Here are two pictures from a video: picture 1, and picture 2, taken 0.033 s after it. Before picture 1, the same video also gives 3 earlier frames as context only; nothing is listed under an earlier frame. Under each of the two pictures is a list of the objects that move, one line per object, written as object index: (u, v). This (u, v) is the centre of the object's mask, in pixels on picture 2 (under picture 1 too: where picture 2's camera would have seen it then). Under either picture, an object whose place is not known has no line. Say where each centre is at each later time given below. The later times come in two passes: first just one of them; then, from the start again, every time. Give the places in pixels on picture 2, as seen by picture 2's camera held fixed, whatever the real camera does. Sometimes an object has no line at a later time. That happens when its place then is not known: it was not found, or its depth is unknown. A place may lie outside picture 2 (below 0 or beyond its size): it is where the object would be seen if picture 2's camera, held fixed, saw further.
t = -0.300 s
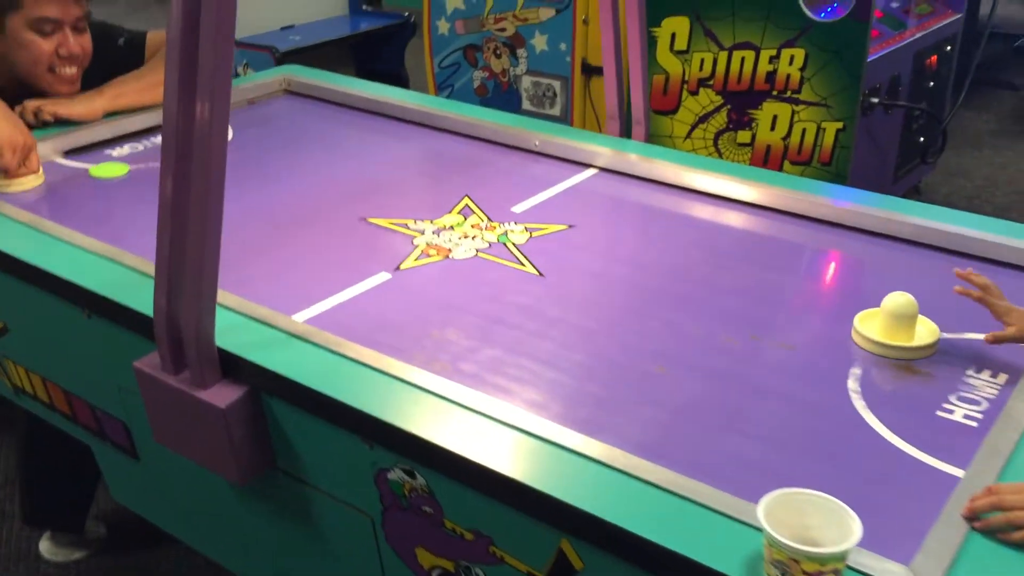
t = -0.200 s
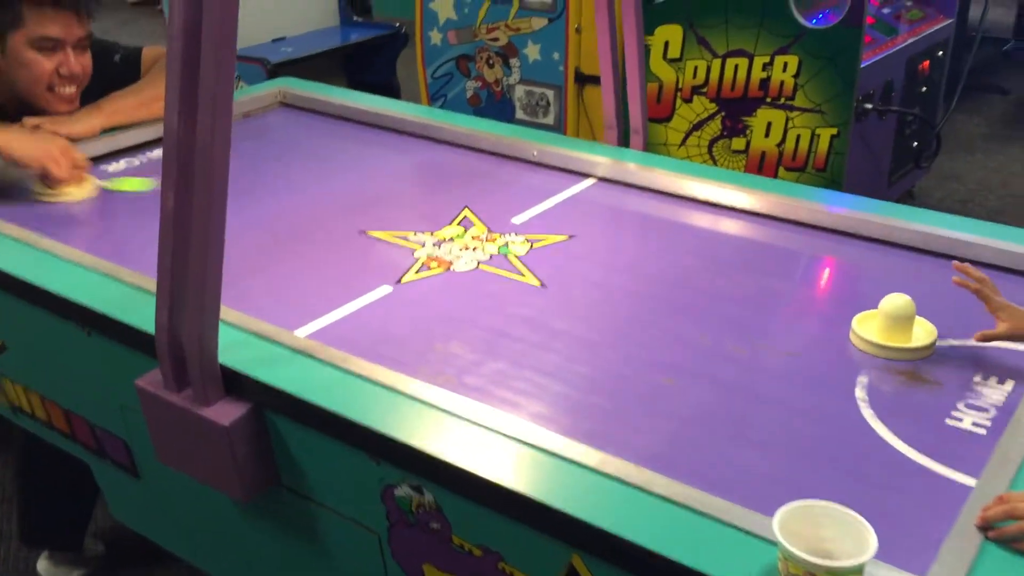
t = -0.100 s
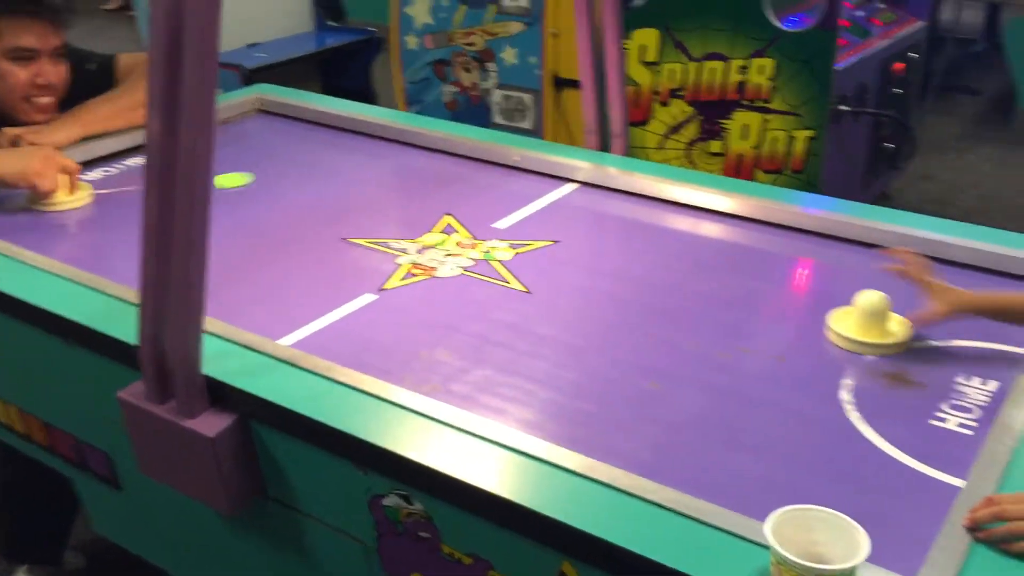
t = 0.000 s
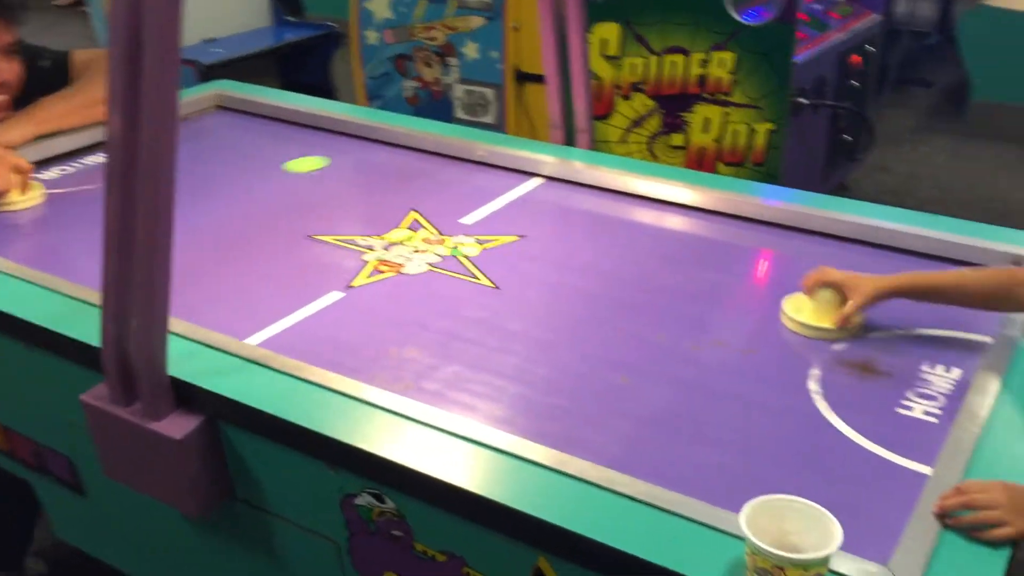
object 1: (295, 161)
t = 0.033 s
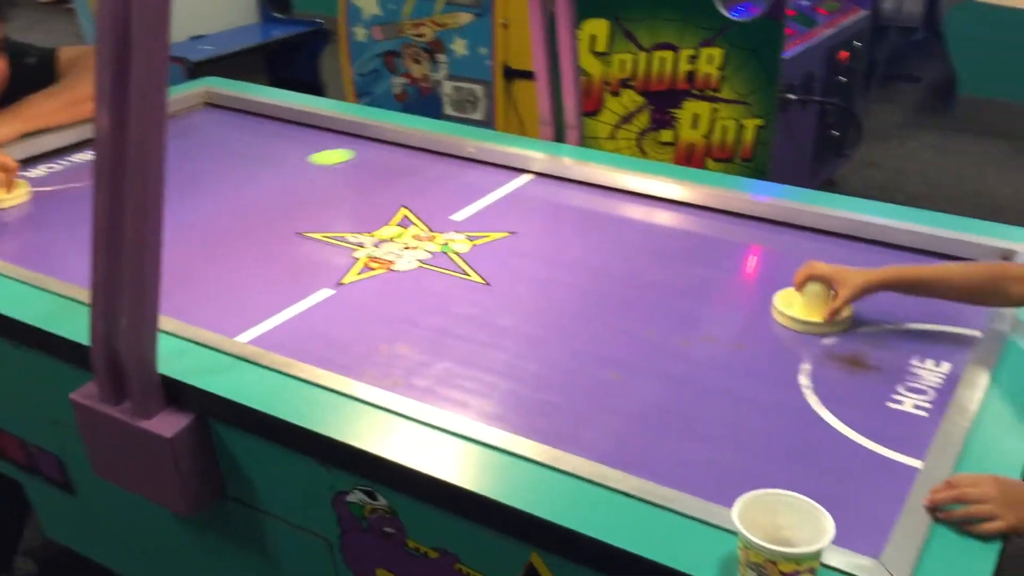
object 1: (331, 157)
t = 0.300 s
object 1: (366, 216)
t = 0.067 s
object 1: (367, 152)
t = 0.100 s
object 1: (392, 152)
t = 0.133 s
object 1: (389, 161)
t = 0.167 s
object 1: (385, 171)
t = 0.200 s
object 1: (381, 181)
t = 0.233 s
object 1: (376, 192)
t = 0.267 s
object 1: (372, 203)
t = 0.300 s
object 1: (366, 216)
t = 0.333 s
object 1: (362, 229)
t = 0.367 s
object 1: (355, 242)
